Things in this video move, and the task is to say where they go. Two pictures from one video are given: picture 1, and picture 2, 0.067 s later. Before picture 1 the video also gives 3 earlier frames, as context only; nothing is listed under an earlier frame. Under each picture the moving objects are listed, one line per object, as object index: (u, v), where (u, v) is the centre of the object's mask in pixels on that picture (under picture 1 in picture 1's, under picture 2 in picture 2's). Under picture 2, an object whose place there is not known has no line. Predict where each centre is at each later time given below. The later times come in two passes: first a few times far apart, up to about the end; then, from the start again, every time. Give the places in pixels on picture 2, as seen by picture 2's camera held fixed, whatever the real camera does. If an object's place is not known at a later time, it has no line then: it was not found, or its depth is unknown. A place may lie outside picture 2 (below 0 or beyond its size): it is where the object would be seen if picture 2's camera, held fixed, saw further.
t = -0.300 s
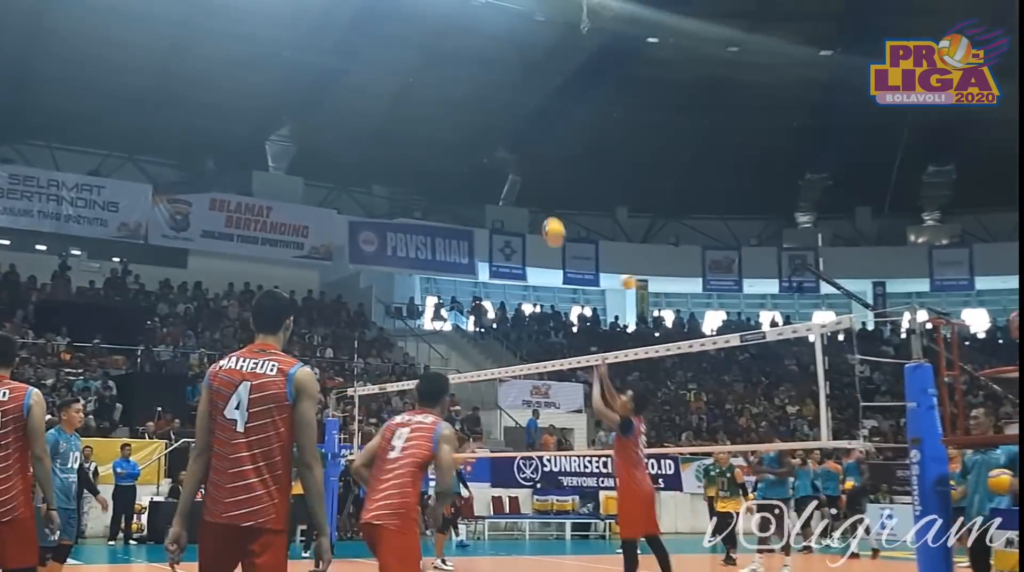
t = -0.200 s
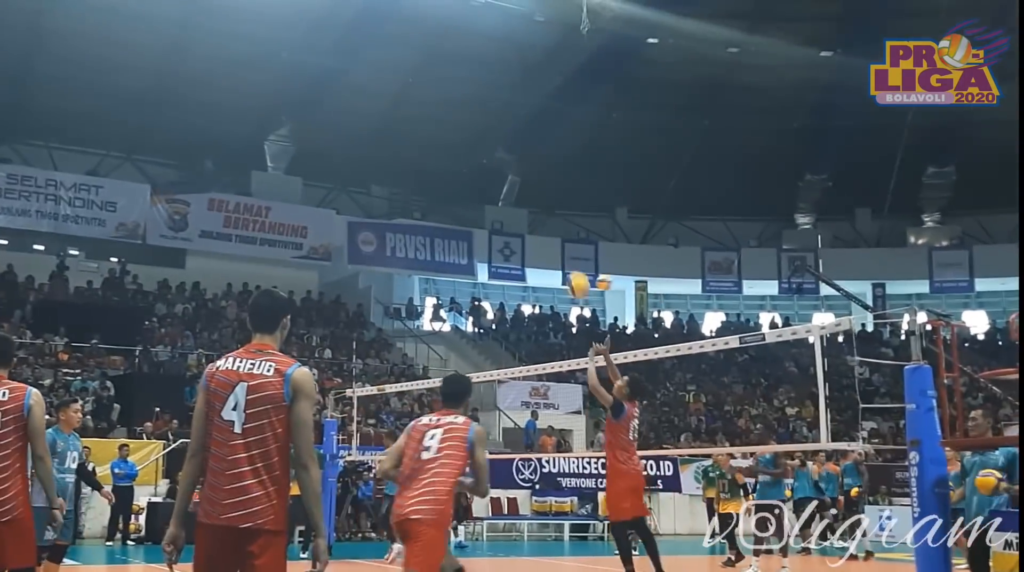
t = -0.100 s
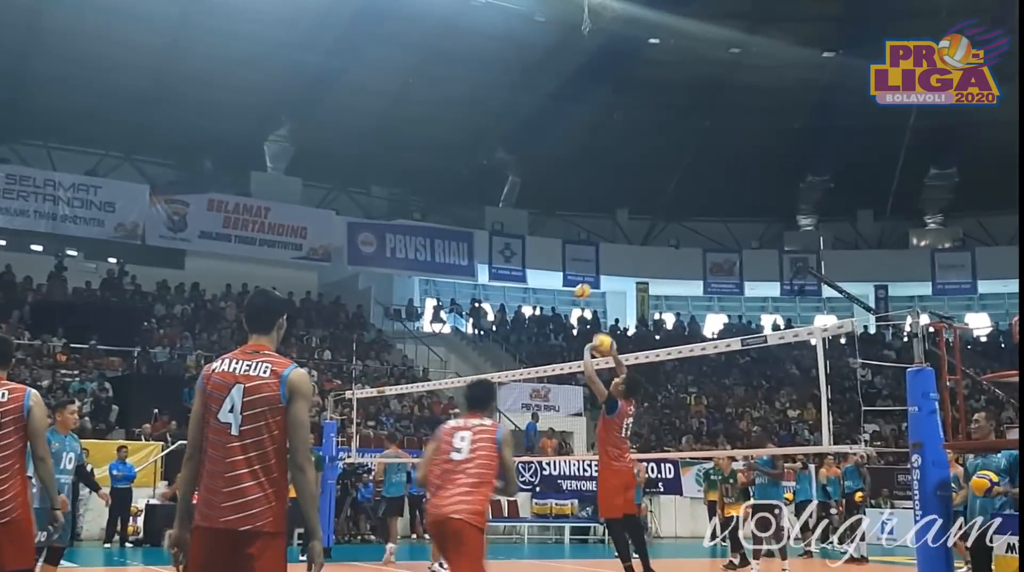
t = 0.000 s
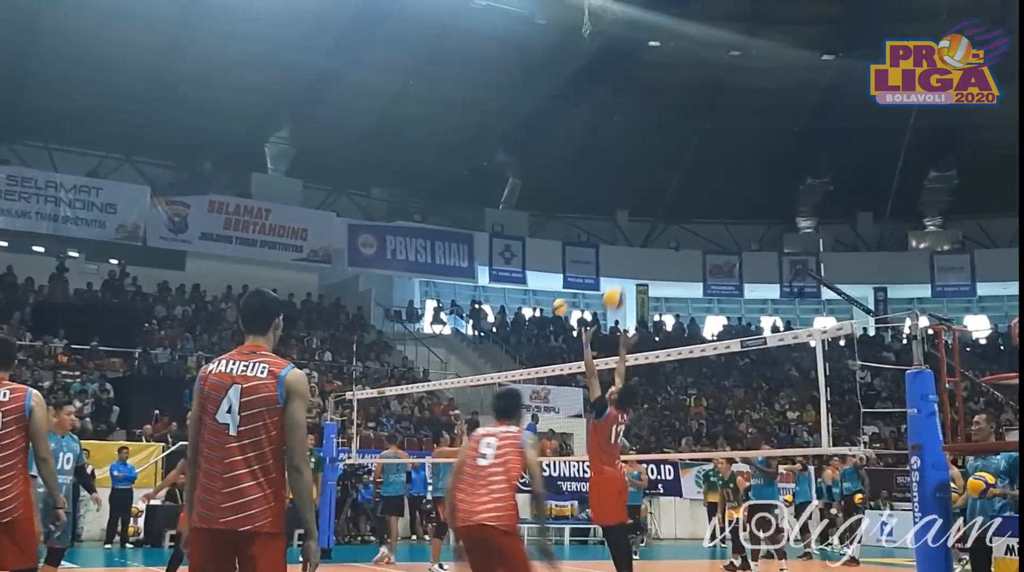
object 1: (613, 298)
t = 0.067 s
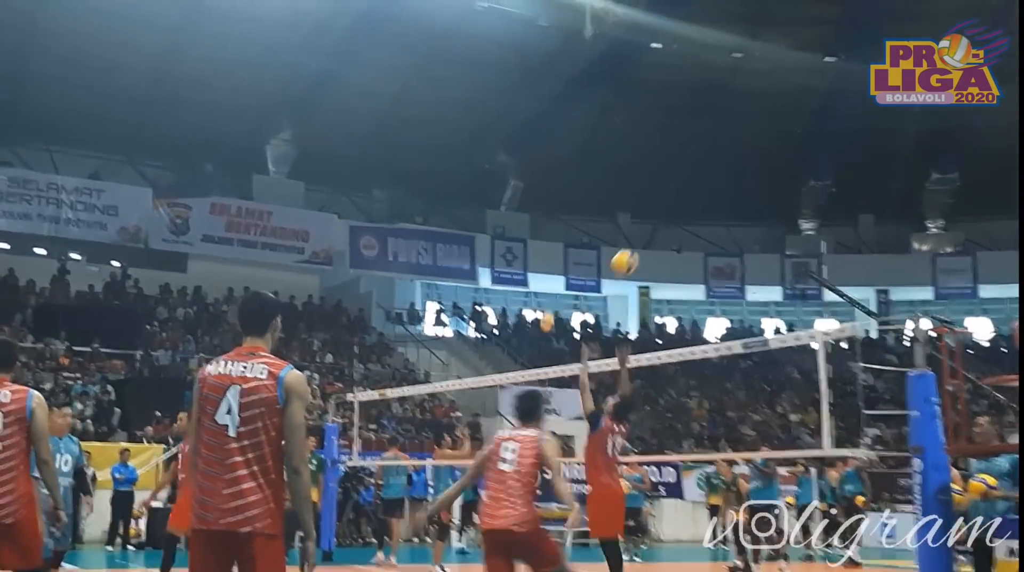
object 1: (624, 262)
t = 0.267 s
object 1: (647, 181)
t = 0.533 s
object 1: (680, 142)
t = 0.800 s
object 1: (712, 181)
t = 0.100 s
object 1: (628, 245)
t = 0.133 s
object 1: (631, 230)
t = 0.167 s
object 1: (636, 216)
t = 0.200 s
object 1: (640, 203)
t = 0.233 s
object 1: (644, 191)
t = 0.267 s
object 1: (647, 181)
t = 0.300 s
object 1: (652, 172)
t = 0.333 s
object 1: (656, 164)
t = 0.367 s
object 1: (661, 157)
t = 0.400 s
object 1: (664, 152)
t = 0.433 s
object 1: (668, 148)
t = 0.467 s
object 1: (672, 144)
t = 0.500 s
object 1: (677, 142)
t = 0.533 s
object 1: (680, 142)
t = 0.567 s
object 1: (683, 143)
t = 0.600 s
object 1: (688, 144)
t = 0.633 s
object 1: (692, 147)
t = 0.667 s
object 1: (696, 152)
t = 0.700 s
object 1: (700, 157)
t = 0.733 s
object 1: (704, 164)
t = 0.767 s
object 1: (708, 172)
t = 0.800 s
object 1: (712, 181)
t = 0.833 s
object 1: (716, 191)
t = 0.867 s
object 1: (720, 203)
